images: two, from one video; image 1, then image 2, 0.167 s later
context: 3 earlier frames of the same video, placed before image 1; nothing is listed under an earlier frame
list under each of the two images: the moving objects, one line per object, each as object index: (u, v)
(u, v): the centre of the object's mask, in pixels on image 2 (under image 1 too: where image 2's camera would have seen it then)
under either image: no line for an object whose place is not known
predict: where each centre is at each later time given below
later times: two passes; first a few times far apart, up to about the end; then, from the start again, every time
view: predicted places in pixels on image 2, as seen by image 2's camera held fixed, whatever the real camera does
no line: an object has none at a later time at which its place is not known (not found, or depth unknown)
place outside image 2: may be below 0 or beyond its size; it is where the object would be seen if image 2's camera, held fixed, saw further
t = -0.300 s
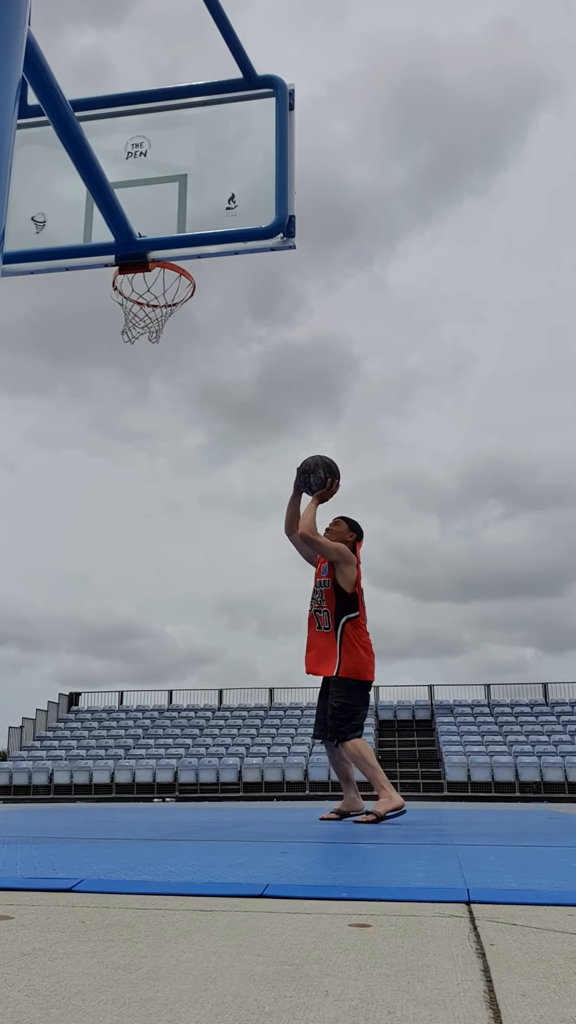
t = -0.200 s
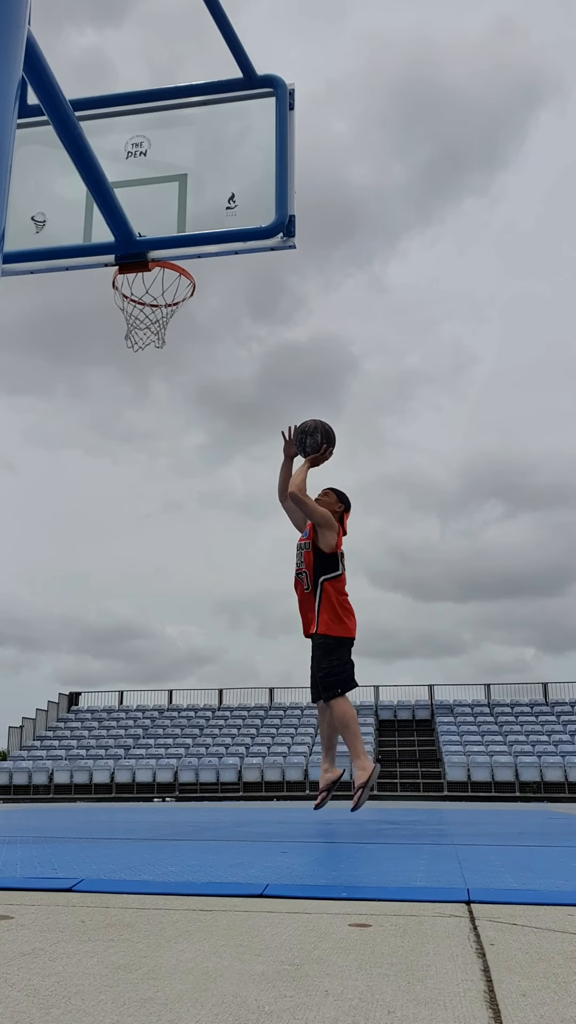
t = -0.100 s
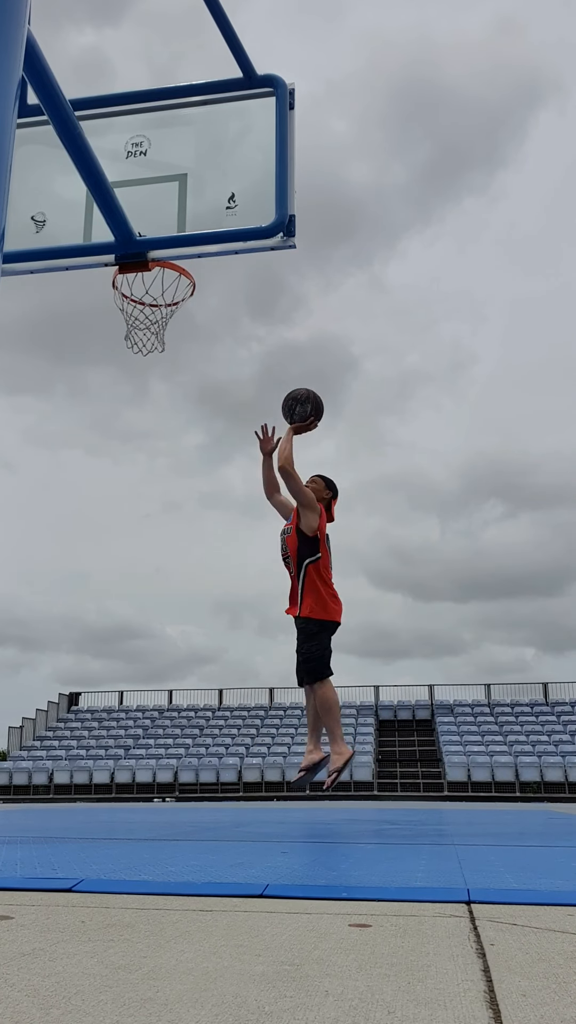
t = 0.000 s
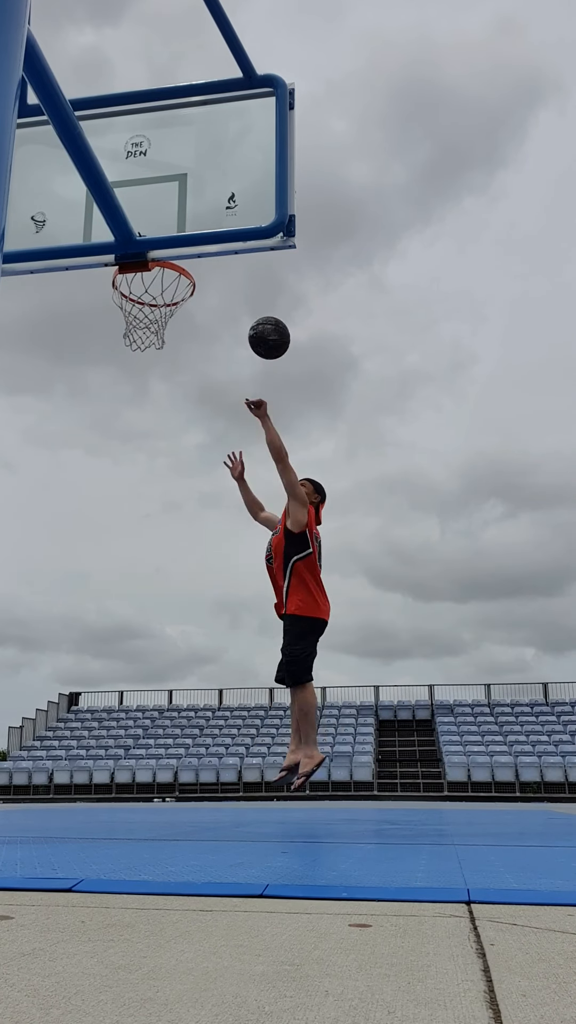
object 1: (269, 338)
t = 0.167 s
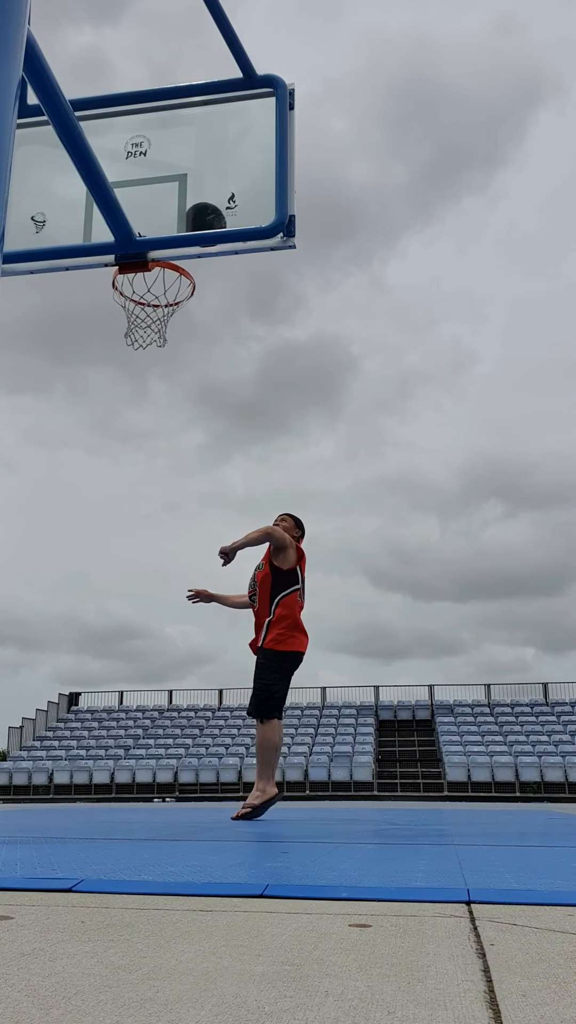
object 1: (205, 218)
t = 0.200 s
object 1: (201, 216)
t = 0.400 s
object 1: (171, 273)
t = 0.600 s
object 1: (147, 288)
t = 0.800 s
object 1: (147, 319)
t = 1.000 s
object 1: (144, 397)
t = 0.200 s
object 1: (201, 216)
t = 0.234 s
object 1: (198, 218)
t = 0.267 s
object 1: (189, 222)
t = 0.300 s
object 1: (193, 224)
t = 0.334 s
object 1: (176, 229)
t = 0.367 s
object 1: (180, 266)
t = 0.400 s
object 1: (171, 273)
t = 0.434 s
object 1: (164, 282)
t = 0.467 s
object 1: (160, 288)
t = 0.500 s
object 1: (158, 287)
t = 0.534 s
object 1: (155, 287)
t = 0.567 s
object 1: (151, 287)
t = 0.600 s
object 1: (147, 288)
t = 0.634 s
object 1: (145, 290)
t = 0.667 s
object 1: (144, 294)
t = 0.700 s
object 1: (145, 299)
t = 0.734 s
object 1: (145, 305)
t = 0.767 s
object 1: (146, 312)
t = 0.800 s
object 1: (147, 319)
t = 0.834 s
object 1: (147, 328)
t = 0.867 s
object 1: (146, 338)
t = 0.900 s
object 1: (146, 350)
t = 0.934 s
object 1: (146, 364)
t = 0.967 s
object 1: (145, 380)
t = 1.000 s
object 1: (144, 397)
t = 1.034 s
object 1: (143, 417)
